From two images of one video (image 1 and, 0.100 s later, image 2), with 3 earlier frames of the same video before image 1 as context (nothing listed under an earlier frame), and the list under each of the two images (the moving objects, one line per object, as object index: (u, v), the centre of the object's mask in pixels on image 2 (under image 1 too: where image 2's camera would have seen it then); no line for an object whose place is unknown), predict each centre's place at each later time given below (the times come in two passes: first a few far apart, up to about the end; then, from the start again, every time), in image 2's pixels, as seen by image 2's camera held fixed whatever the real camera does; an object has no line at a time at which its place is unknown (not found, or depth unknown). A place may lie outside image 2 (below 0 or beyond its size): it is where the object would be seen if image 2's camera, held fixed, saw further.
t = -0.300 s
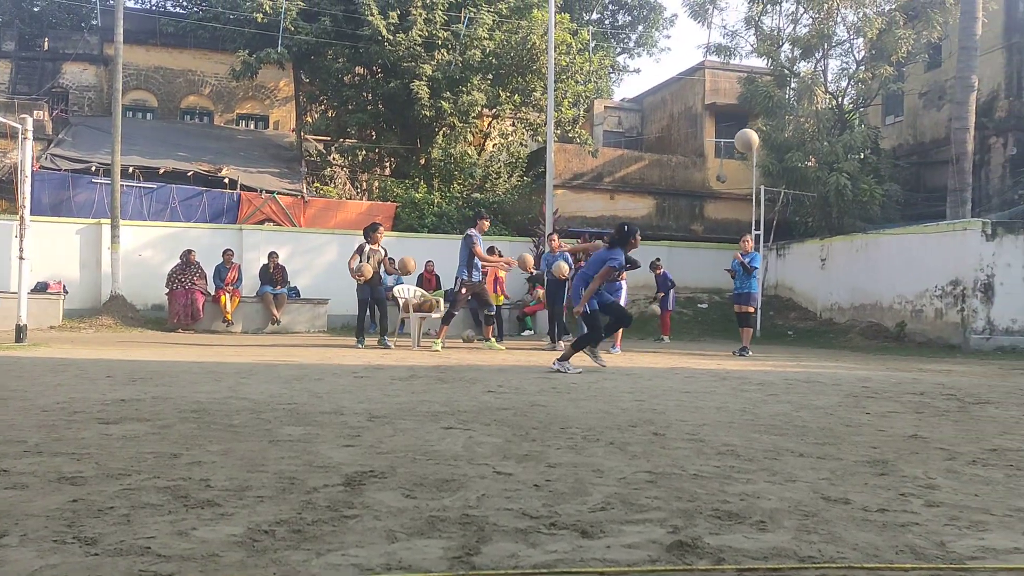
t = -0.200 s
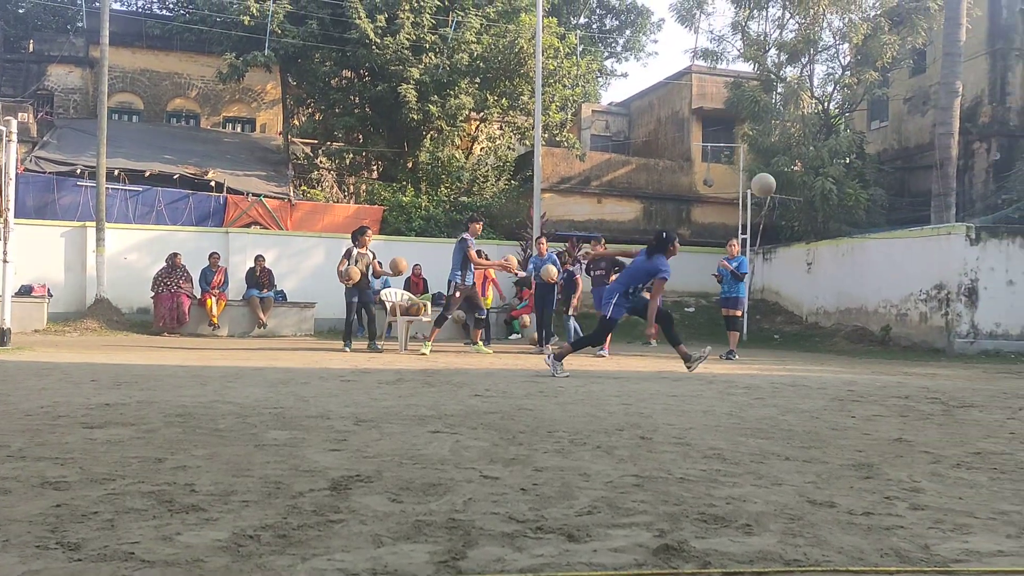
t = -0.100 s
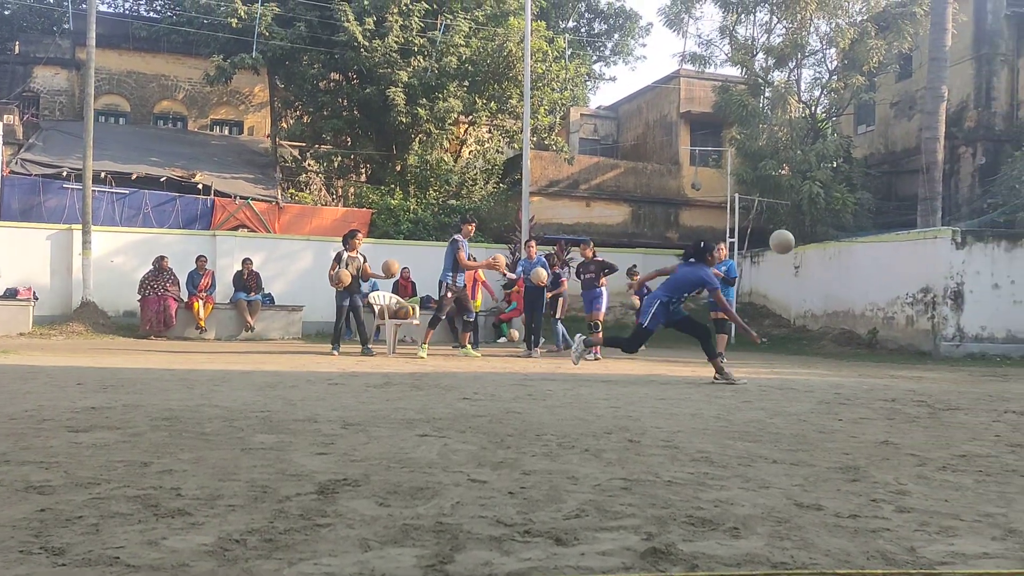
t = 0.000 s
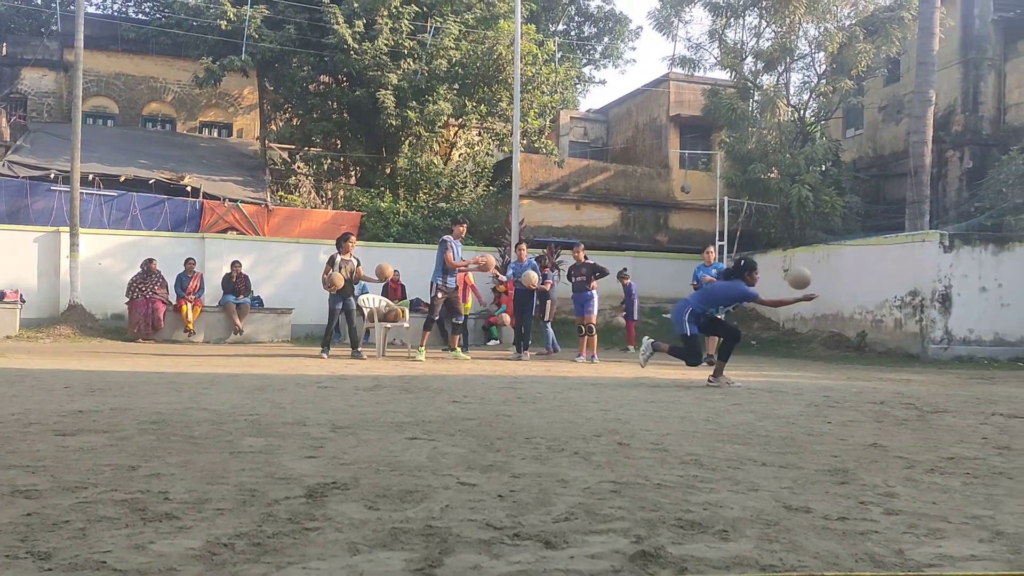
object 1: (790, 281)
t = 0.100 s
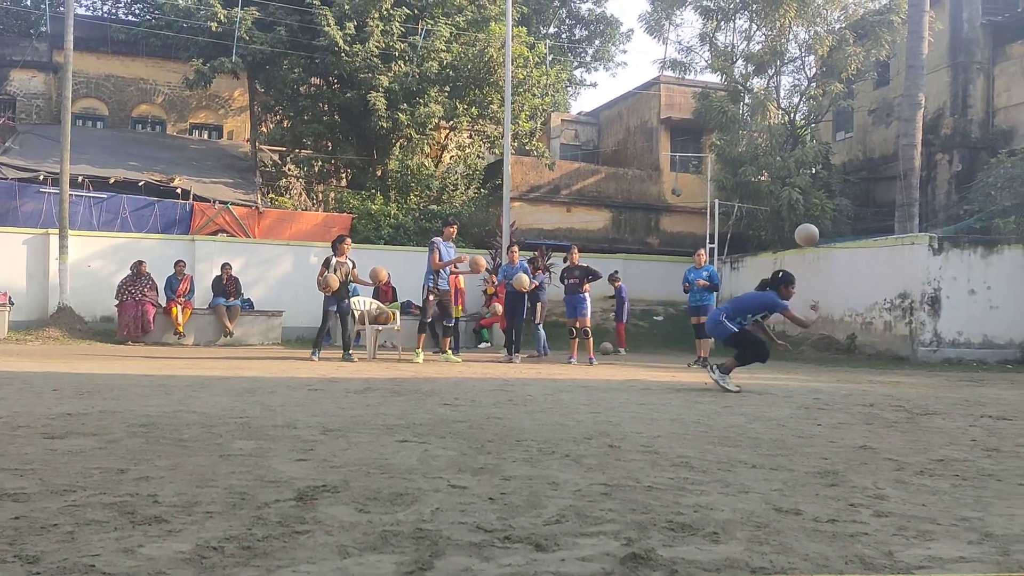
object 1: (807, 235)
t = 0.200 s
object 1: (820, 204)
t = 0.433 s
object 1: (845, 177)
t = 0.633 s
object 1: (864, 195)
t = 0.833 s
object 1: (879, 245)
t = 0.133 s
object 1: (811, 223)
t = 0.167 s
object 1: (816, 213)
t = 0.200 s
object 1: (820, 204)
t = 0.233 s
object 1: (824, 196)
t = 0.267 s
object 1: (828, 190)
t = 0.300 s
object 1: (832, 185)
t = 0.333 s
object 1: (836, 181)
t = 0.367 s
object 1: (839, 179)
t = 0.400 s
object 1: (842, 177)
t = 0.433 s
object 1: (845, 177)
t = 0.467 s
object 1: (849, 177)
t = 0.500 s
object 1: (851, 179)
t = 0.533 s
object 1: (854, 181)
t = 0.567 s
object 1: (858, 185)
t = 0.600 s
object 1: (861, 190)
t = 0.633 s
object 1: (864, 195)
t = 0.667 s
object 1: (866, 202)
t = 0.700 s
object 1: (869, 209)
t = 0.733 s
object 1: (872, 217)
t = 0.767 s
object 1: (874, 226)
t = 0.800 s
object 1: (877, 235)
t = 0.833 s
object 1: (879, 245)
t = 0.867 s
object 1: (882, 257)
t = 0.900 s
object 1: (884, 269)
